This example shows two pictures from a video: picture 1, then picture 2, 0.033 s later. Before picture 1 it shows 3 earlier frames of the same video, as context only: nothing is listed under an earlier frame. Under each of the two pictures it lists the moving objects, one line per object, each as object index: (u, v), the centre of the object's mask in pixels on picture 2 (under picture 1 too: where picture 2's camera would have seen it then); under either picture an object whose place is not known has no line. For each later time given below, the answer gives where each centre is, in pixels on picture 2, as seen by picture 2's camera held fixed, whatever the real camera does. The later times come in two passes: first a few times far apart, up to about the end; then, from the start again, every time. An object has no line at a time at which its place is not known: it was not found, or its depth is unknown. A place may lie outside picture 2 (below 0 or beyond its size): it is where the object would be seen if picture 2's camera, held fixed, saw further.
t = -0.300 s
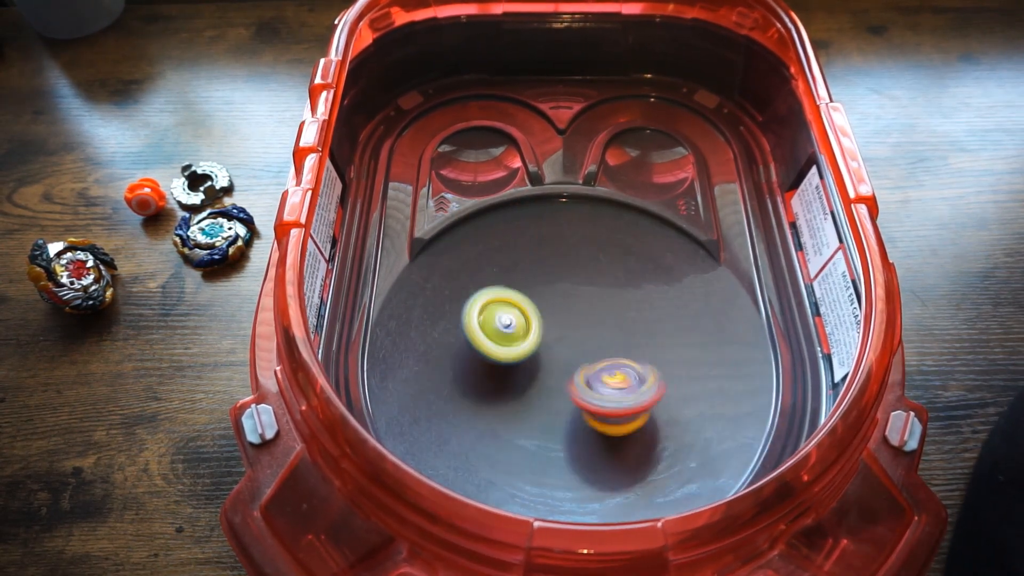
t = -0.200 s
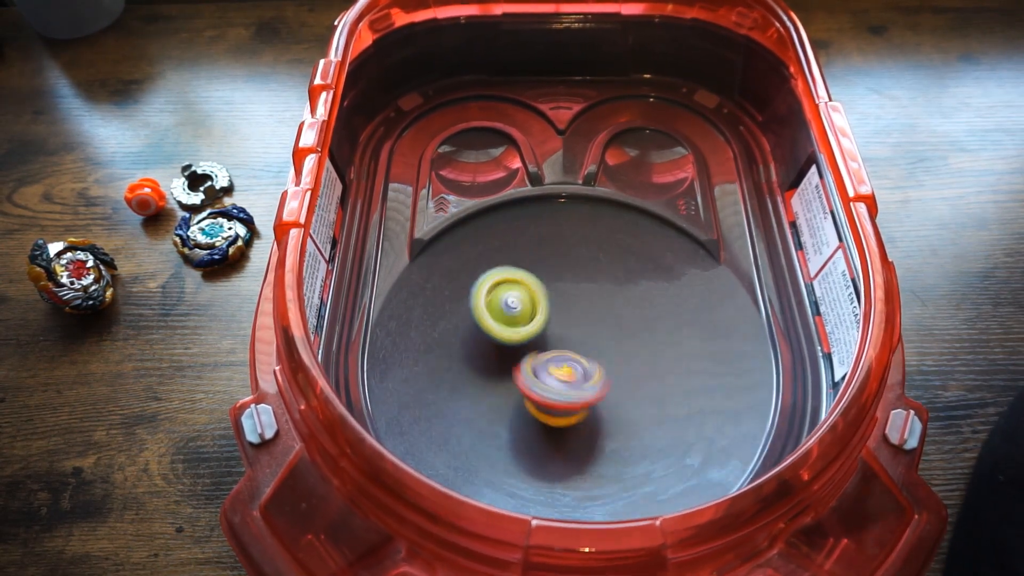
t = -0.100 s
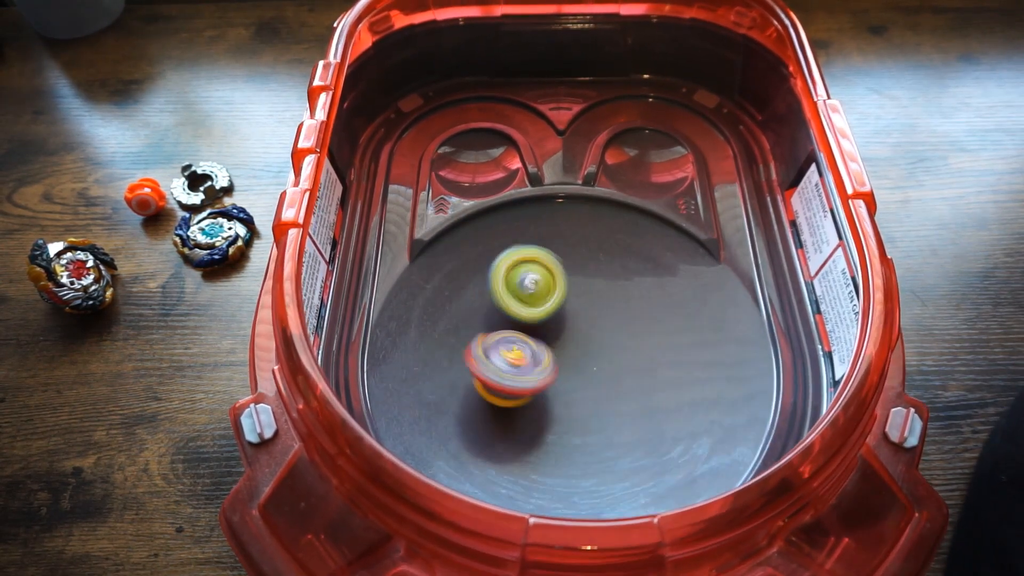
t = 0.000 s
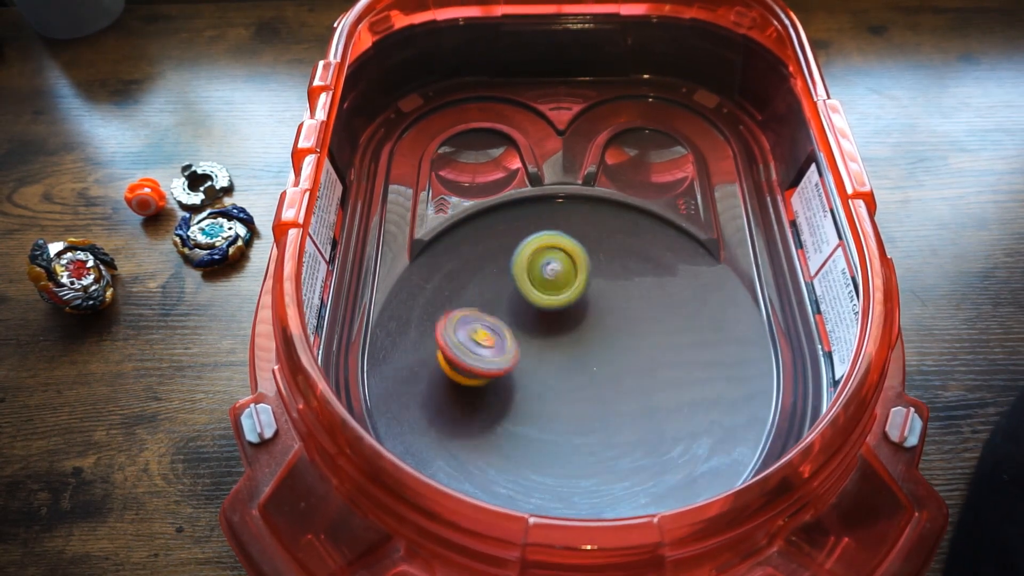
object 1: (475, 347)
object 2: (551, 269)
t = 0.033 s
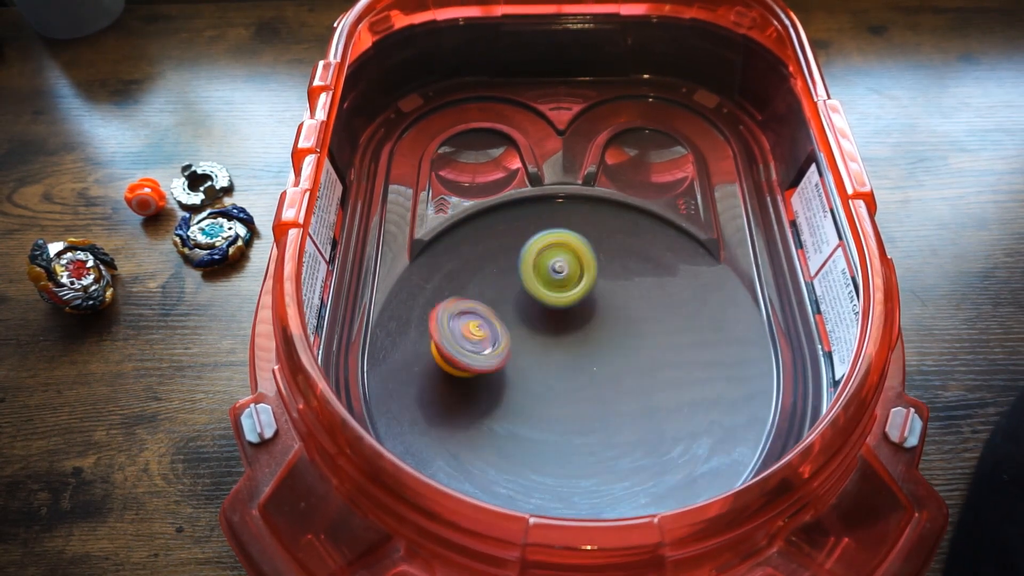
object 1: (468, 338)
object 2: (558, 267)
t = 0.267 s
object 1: (483, 287)
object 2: (608, 282)
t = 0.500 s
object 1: (561, 294)
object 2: (625, 336)
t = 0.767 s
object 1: (612, 324)
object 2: (583, 386)
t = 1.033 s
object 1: (630, 352)
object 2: (533, 324)
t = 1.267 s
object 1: (579, 356)
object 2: (495, 262)
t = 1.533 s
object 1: (538, 310)
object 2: (495, 266)
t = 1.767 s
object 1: (560, 320)
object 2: (567, 247)
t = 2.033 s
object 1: (568, 363)
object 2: (565, 259)
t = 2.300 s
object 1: (546, 375)
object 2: (531, 272)
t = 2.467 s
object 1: (541, 353)
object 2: (550, 277)
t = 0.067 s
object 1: (463, 328)
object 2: (566, 265)
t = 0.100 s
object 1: (460, 320)
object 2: (573, 266)
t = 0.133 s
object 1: (461, 311)
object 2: (581, 268)
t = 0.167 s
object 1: (464, 304)
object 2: (588, 269)
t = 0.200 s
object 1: (469, 298)
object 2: (595, 273)
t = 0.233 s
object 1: (474, 293)
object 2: (601, 278)
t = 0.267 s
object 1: (483, 287)
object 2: (608, 282)
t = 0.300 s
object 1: (495, 284)
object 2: (611, 288)
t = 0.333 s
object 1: (506, 285)
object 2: (615, 295)
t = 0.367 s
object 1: (516, 285)
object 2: (618, 302)
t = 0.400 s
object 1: (529, 286)
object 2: (619, 308)
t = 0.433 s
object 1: (542, 290)
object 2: (619, 316)
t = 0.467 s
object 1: (554, 294)
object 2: (620, 323)
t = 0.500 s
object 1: (561, 294)
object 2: (625, 336)
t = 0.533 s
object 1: (566, 293)
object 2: (628, 350)
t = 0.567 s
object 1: (575, 296)
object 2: (629, 361)
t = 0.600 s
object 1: (584, 304)
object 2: (624, 369)
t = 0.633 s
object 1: (590, 312)
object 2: (618, 376)
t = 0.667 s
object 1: (597, 313)
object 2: (608, 383)
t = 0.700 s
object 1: (605, 316)
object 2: (599, 386)
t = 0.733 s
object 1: (609, 321)
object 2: (590, 387)
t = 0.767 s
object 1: (612, 324)
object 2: (583, 386)
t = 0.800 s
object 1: (616, 325)
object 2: (579, 384)
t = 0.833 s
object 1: (624, 328)
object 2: (572, 378)
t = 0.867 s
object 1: (630, 333)
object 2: (564, 371)
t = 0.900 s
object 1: (632, 338)
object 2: (558, 363)
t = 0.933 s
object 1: (631, 341)
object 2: (552, 354)
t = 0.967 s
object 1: (631, 344)
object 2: (546, 345)
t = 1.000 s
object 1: (631, 348)
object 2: (540, 335)
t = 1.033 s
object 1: (630, 352)
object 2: (533, 324)
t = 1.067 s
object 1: (626, 355)
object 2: (527, 313)
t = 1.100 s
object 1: (621, 358)
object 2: (521, 302)
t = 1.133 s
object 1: (612, 360)
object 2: (515, 292)
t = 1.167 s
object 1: (602, 361)
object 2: (509, 282)
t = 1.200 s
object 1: (594, 361)
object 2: (504, 274)
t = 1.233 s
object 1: (587, 359)
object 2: (499, 267)
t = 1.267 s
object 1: (579, 356)
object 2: (495, 262)
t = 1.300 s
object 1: (571, 352)
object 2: (491, 258)
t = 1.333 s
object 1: (561, 347)
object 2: (489, 256)
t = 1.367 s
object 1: (553, 341)
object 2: (489, 254)
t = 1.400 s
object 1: (547, 335)
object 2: (490, 255)
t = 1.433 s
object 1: (544, 329)
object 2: (492, 257)
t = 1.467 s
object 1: (542, 323)
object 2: (495, 260)
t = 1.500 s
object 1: (539, 316)
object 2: (496, 264)
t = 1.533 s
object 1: (538, 310)
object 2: (495, 266)
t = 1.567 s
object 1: (539, 308)
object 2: (501, 264)
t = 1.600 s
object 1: (542, 311)
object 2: (511, 258)
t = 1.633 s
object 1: (544, 315)
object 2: (525, 254)
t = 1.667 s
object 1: (545, 317)
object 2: (540, 252)
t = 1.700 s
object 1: (547, 317)
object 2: (552, 249)
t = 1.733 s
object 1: (553, 317)
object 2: (561, 247)
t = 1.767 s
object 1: (560, 320)
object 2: (567, 247)
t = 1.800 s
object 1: (565, 325)
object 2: (571, 246)
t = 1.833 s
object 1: (569, 332)
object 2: (572, 245)
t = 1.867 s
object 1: (569, 339)
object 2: (572, 245)
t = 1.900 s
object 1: (567, 346)
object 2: (572, 246)
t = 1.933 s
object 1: (566, 351)
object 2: (572, 248)
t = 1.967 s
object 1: (567, 355)
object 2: (571, 250)
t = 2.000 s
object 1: (568, 360)
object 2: (569, 254)
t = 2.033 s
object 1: (568, 363)
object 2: (565, 259)
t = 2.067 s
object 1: (568, 367)
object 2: (560, 263)
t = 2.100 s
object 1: (565, 372)
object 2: (553, 268)
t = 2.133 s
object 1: (558, 377)
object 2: (546, 271)
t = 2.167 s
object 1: (551, 377)
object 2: (539, 272)
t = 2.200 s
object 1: (548, 377)
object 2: (534, 273)
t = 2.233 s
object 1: (547, 377)
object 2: (531, 273)
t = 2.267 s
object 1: (546, 377)
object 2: (530, 272)
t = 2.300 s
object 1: (546, 375)
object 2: (531, 272)
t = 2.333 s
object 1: (546, 373)
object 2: (532, 273)
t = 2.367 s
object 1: (542, 370)
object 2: (535, 274)
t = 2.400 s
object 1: (539, 365)
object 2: (540, 276)
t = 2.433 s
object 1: (538, 358)
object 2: (544, 277)
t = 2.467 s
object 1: (541, 353)
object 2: (550, 277)
